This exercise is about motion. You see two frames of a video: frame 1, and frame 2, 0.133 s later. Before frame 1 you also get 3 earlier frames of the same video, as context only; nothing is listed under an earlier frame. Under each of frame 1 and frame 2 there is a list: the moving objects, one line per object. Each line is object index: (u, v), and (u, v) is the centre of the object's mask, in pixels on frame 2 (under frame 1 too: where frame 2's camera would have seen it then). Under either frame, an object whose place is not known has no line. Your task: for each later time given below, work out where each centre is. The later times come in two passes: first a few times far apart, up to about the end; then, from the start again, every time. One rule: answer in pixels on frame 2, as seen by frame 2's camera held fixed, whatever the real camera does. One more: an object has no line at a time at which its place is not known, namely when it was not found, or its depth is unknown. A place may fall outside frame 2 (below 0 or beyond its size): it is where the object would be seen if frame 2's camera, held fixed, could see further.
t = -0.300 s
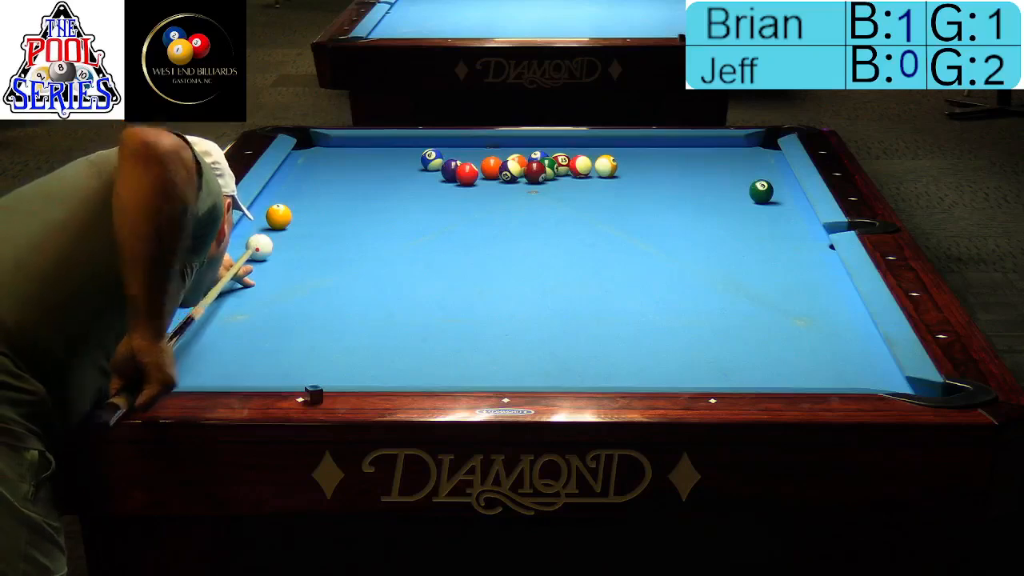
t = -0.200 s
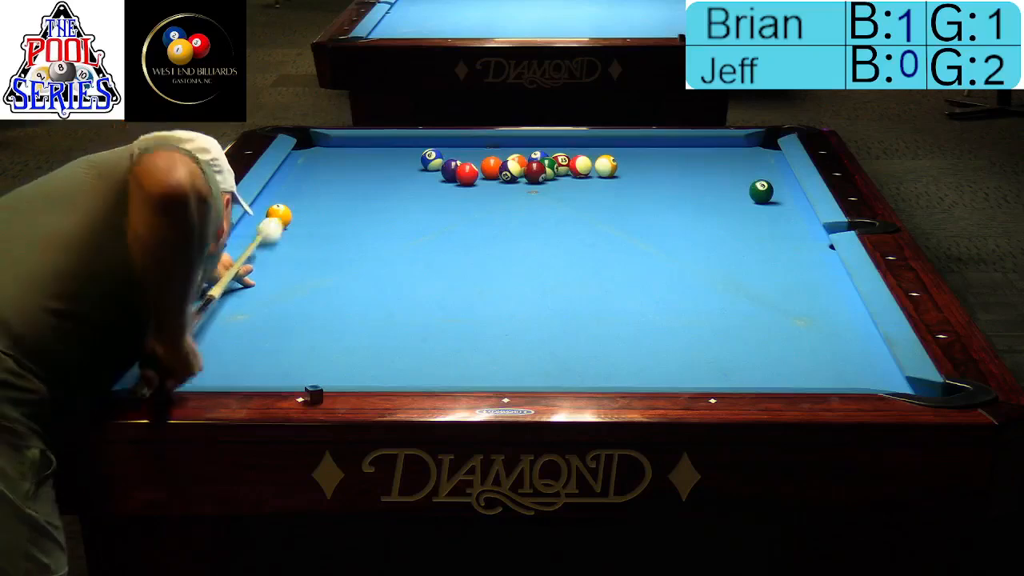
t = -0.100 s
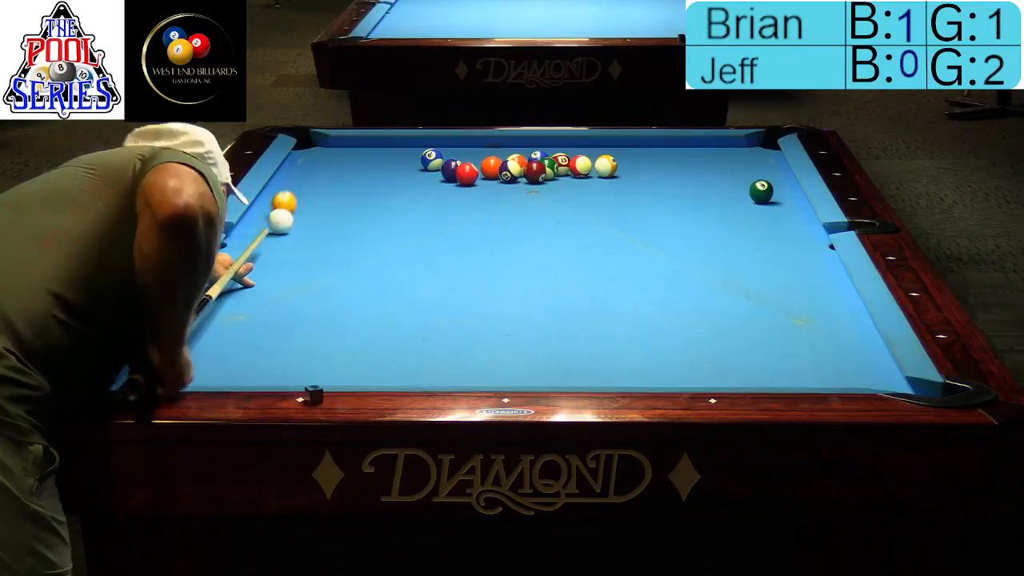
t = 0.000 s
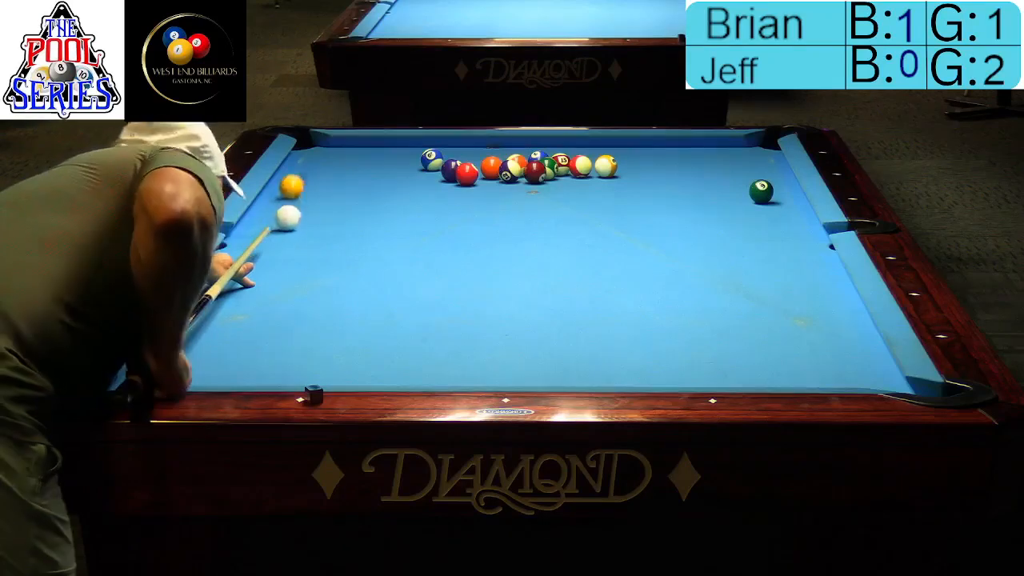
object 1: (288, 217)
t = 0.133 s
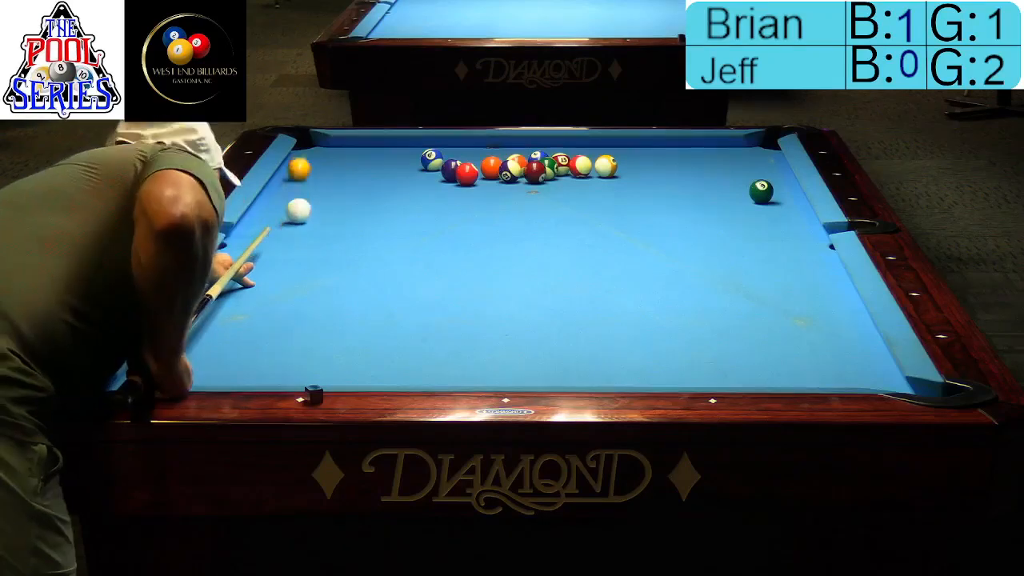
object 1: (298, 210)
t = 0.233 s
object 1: (306, 205)
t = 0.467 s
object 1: (323, 194)
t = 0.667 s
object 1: (336, 185)
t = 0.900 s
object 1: (351, 175)
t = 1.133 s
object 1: (364, 166)
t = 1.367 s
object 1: (377, 158)
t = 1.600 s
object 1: (389, 150)
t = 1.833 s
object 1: (399, 144)
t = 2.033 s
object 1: (405, 141)
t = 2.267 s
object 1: (408, 145)
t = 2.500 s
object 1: (410, 149)
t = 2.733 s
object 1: (412, 152)
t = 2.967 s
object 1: (413, 156)
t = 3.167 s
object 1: (411, 158)
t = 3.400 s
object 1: (405, 160)
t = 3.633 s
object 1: (401, 162)
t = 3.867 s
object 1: (396, 163)
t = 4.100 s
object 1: (393, 163)
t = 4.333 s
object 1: (391, 164)
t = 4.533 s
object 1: (390, 164)
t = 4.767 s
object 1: (391, 165)
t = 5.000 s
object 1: (392, 164)
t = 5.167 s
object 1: (392, 164)
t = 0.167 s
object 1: (301, 209)
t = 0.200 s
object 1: (303, 207)
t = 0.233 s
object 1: (306, 205)
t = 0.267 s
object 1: (308, 204)
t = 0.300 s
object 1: (311, 202)
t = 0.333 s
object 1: (313, 200)
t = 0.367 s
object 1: (315, 198)
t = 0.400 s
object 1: (318, 197)
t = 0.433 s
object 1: (320, 195)
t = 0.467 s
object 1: (323, 194)
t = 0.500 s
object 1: (325, 192)
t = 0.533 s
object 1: (327, 191)
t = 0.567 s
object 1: (330, 189)
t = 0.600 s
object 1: (332, 188)
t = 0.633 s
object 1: (334, 186)
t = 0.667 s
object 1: (336, 185)
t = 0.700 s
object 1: (338, 183)
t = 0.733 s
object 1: (341, 182)
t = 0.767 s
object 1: (343, 180)
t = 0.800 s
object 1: (345, 179)
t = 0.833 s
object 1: (347, 178)
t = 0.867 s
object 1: (349, 176)
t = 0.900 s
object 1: (351, 175)
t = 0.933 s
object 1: (353, 174)
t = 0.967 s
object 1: (355, 172)
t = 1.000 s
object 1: (357, 171)
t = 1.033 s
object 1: (359, 170)
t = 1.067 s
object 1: (361, 168)
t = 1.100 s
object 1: (362, 167)
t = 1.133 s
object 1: (364, 166)
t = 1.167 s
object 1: (366, 165)
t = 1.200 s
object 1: (368, 164)
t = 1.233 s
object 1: (370, 163)
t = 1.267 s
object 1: (372, 161)
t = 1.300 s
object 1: (373, 160)
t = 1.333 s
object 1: (375, 159)
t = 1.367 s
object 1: (377, 158)
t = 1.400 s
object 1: (379, 156)
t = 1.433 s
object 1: (380, 156)
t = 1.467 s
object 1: (382, 154)
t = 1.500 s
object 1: (384, 154)
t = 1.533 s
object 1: (385, 153)
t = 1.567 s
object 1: (387, 152)
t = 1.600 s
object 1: (389, 150)
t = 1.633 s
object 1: (390, 149)
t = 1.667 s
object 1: (392, 148)
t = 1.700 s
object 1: (393, 147)
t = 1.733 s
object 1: (394, 146)
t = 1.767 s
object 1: (396, 146)
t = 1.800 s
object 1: (397, 145)
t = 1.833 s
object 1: (399, 144)
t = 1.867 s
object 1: (401, 143)
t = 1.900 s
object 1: (402, 141)
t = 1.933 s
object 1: (403, 140)
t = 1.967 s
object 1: (405, 140)
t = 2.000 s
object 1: (405, 140)
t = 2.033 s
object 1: (405, 141)
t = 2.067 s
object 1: (406, 141)
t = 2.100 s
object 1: (406, 142)
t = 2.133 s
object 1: (407, 143)
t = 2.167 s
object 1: (407, 143)
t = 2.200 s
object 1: (407, 144)
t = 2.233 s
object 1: (407, 145)
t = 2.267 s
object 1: (408, 145)
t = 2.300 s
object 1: (408, 146)
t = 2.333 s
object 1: (408, 146)
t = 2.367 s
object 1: (408, 147)
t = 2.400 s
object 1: (409, 147)
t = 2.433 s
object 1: (409, 148)
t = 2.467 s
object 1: (409, 148)
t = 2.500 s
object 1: (410, 149)
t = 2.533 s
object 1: (410, 149)
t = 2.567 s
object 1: (410, 150)
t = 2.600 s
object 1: (411, 150)
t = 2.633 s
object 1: (411, 151)
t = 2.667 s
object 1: (411, 151)
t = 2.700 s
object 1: (412, 152)
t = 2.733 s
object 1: (412, 152)
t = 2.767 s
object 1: (412, 153)
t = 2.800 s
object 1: (412, 153)
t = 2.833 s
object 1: (412, 154)
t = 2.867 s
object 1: (413, 154)
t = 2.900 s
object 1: (413, 155)
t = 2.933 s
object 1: (413, 155)
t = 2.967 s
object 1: (413, 156)
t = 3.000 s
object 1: (413, 156)
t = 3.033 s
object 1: (413, 157)
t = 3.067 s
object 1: (413, 157)
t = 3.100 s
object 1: (413, 158)
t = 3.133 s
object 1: (412, 158)
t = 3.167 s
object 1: (411, 158)
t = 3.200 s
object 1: (411, 159)
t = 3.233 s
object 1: (409, 159)
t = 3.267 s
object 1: (409, 159)
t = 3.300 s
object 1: (408, 159)
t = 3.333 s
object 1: (407, 159)
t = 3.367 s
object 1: (406, 160)
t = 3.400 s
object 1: (405, 160)
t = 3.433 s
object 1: (405, 160)
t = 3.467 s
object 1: (404, 160)
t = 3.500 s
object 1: (403, 161)
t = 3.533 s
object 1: (402, 161)
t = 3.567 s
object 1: (402, 161)
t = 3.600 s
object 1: (401, 161)
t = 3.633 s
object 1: (401, 162)
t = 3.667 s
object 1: (400, 162)
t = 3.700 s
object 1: (399, 162)
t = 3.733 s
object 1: (398, 162)
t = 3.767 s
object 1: (398, 162)
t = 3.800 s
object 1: (397, 163)
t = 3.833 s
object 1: (397, 163)
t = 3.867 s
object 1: (396, 163)
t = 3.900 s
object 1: (396, 163)
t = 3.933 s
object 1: (395, 163)
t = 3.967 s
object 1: (395, 163)
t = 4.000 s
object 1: (395, 163)
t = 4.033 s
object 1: (394, 163)
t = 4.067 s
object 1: (394, 163)
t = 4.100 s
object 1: (393, 163)
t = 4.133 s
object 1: (392, 163)
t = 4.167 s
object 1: (392, 163)
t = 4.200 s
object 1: (391, 163)
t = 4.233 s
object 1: (392, 164)
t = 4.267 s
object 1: (391, 163)
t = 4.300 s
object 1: (390, 165)
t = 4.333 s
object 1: (391, 164)
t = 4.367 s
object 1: (390, 164)
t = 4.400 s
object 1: (391, 164)
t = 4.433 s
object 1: (391, 164)
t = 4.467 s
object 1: (390, 165)
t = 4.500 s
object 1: (390, 164)
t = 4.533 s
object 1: (390, 164)
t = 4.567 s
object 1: (390, 164)
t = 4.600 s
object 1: (390, 164)
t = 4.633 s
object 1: (390, 165)
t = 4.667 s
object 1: (391, 164)
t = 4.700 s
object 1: (391, 165)
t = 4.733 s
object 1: (391, 165)
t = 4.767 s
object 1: (391, 165)
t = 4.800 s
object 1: (392, 165)
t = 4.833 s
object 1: (391, 164)
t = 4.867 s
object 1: (391, 165)
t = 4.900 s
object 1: (392, 164)
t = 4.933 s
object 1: (391, 165)
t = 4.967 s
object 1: (392, 165)
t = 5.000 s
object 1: (392, 164)
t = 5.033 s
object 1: (392, 164)
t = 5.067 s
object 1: (392, 164)
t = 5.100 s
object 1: (392, 164)
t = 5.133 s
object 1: (391, 165)
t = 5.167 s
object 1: (392, 164)
